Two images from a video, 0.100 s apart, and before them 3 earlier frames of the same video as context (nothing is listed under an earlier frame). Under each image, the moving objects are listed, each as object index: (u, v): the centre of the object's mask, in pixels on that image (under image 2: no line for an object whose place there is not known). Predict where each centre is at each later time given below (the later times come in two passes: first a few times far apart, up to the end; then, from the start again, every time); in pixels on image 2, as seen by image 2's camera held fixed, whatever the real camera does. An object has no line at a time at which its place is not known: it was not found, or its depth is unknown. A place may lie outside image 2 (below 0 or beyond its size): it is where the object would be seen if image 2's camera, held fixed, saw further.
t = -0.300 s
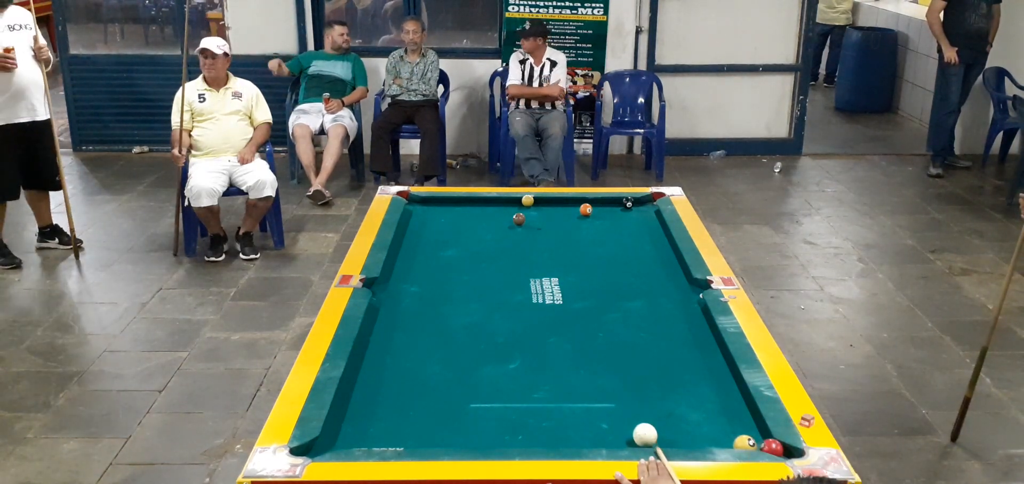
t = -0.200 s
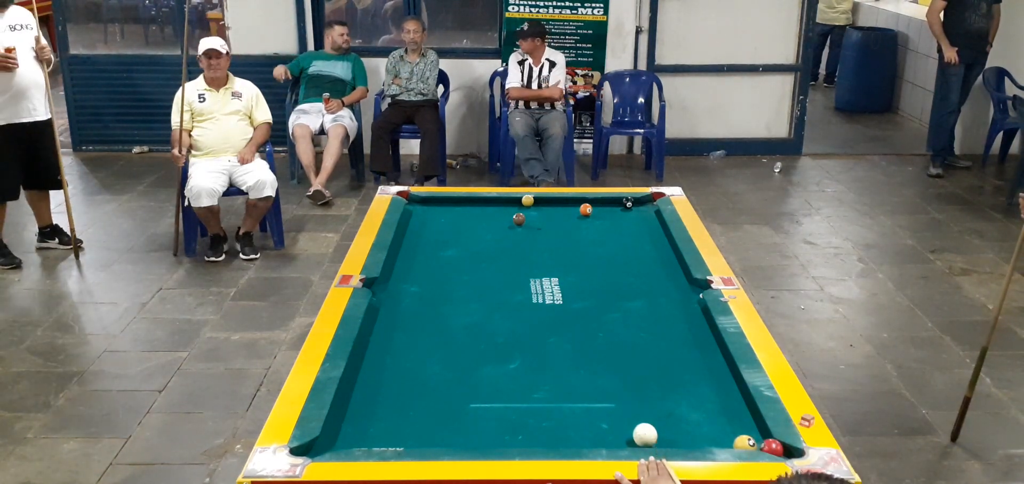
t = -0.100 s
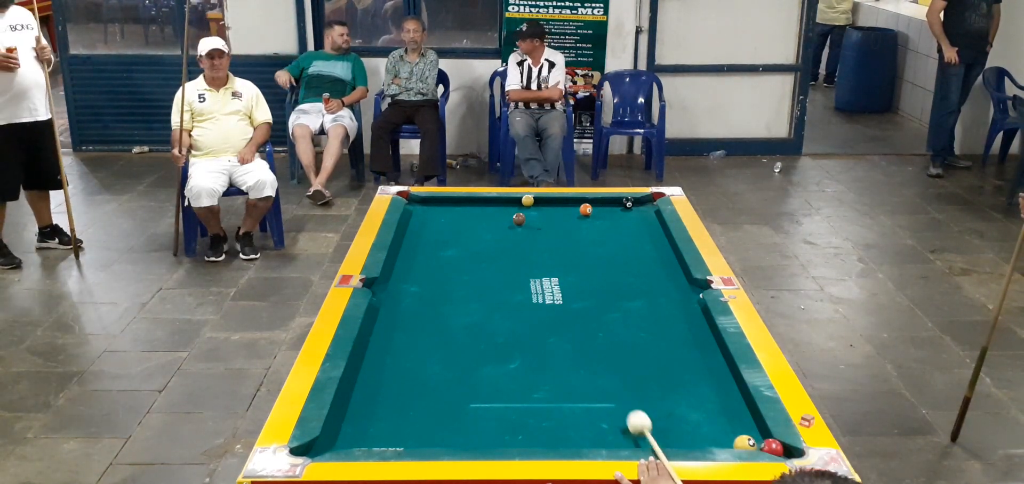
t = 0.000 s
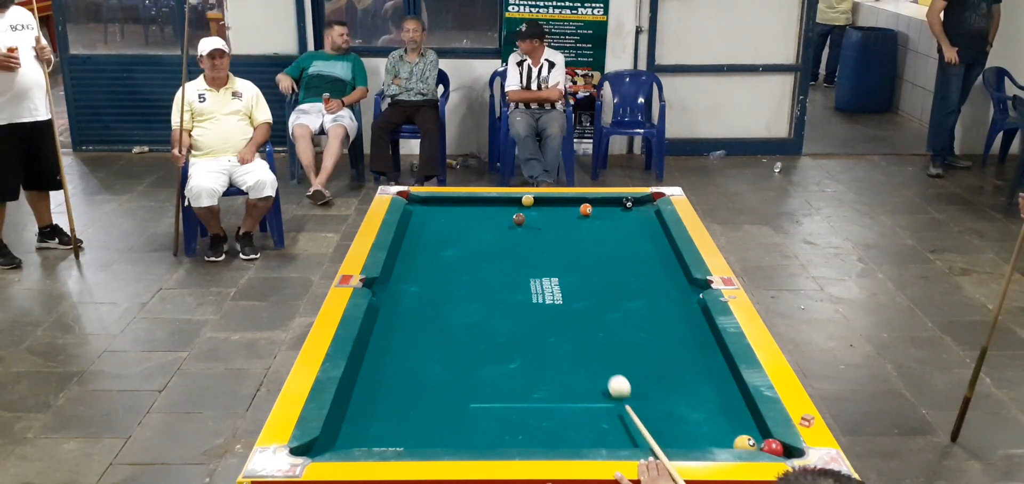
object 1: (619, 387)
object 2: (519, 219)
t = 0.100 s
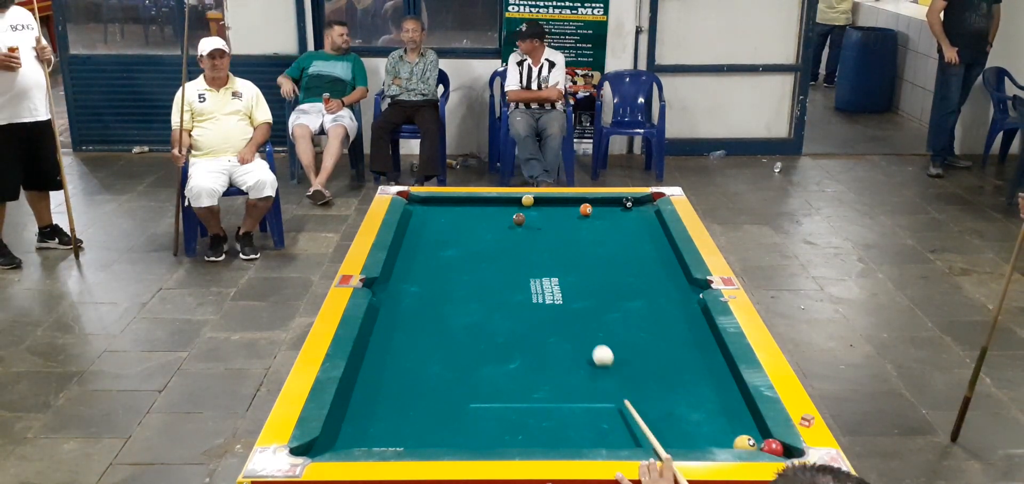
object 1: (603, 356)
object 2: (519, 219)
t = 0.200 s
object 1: (588, 329)
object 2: (519, 219)
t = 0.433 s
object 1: (561, 278)
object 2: (519, 219)
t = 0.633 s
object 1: (543, 244)
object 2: (519, 219)
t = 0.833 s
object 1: (533, 218)
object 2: (511, 218)
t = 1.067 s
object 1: (547, 204)
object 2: (466, 209)
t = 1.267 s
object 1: (560, 216)
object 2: (433, 202)
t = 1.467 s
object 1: (572, 228)
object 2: (412, 200)
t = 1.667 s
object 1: (585, 241)
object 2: (411, 200)
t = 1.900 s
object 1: (601, 256)
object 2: (413, 201)
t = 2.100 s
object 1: (615, 270)
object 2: (415, 201)
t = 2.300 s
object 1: (630, 284)
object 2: (415, 201)
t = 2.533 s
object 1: (648, 301)
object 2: (415, 201)
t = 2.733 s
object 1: (663, 317)
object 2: (415, 201)
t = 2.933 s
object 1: (680, 333)
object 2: (415, 201)
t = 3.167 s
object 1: (700, 352)
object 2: (415, 201)
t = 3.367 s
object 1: (718, 369)
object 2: (415, 201)
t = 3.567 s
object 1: (735, 386)
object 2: (415, 201)
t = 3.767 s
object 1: (738, 402)
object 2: (415, 201)
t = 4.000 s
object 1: (741, 419)
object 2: (415, 201)
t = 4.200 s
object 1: (744, 431)
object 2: (415, 201)
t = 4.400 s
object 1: (746, 431)
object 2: (415, 201)
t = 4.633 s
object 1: (746, 430)
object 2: (415, 201)
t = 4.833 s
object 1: (746, 431)
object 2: (415, 201)
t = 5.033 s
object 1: (746, 431)
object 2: (415, 201)
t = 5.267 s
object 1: (746, 431)
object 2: (414, 202)
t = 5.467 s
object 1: (745, 430)
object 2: (415, 201)
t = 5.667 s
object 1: (745, 430)
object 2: (415, 201)
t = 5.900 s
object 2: (415, 201)
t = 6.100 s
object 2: (415, 201)
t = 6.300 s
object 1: (749, 430)
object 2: (415, 201)
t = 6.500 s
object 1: (746, 431)
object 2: (415, 201)
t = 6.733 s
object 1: (746, 431)
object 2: (415, 201)
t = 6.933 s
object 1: (746, 430)
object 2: (415, 201)
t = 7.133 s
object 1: (746, 431)
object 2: (416, 199)
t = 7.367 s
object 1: (746, 431)
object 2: (416, 201)
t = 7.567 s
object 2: (415, 201)
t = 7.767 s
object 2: (415, 201)
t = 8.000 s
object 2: (415, 201)
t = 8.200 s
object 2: (415, 201)
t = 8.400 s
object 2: (415, 201)
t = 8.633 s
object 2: (415, 201)
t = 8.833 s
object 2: (415, 201)
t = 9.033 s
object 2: (415, 201)
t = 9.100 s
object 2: (415, 201)
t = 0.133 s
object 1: (598, 347)
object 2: (519, 219)
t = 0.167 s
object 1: (593, 338)
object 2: (519, 219)
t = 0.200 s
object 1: (588, 329)
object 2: (519, 219)
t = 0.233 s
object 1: (584, 321)
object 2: (519, 219)
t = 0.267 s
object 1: (580, 313)
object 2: (519, 219)
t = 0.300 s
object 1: (576, 305)
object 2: (519, 219)
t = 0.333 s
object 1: (572, 298)
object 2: (519, 219)
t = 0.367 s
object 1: (568, 291)
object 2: (519, 219)
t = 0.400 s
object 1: (565, 285)
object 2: (519, 219)
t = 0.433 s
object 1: (561, 278)
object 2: (519, 219)
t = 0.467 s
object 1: (558, 272)
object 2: (519, 219)
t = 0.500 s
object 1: (555, 266)
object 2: (519, 219)
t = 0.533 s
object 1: (552, 260)
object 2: (519, 219)
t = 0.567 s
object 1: (549, 255)
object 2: (519, 219)
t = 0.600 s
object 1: (546, 250)
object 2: (519, 219)
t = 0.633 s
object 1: (543, 244)
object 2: (519, 219)
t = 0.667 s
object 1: (540, 239)
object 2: (519, 219)
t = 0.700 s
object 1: (538, 234)
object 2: (519, 219)
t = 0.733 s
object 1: (535, 230)
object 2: (519, 219)
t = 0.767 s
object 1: (533, 225)
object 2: (519, 219)
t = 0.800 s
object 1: (531, 221)
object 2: (518, 219)
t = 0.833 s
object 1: (533, 218)
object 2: (511, 218)
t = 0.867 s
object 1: (536, 215)
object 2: (503, 216)
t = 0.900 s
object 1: (538, 211)
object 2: (496, 215)
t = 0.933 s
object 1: (540, 207)
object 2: (490, 213)
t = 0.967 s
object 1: (541, 205)
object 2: (484, 212)
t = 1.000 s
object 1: (543, 202)
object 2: (478, 211)
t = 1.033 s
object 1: (545, 201)
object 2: (472, 210)
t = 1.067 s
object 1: (547, 204)
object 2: (466, 209)
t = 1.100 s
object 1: (549, 206)
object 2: (461, 208)
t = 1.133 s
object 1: (551, 208)
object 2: (455, 206)
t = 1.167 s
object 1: (553, 210)
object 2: (449, 205)
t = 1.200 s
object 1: (555, 212)
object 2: (444, 204)
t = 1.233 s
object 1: (557, 214)
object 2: (438, 203)
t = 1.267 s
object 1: (560, 216)
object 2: (433, 202)
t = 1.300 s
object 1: (562, 218)
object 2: (427, 201)
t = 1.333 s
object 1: (564, 220)
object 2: (422, 200)
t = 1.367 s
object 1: (566, 222)
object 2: (417, 201)
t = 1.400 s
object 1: (568, 224)
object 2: (413, 200)
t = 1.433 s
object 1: (570, 226)
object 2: (411, 200)
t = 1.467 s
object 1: (572, 228)
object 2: (412, 200)
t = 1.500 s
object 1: (574, 230)
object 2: (413, 199)
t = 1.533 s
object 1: (577, 232)
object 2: (413, 199)
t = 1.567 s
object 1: (579, 234)
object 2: (413, 200)
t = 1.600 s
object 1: (581, 236)
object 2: (412, 200)
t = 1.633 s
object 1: (583, 239)
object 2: (412, 200)
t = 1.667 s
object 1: (585, 241)
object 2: (411, 200)
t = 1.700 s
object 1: (588, 243)
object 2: (411, 200)
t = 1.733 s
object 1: (590, 245)
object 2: (411, 201)
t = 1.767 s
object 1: (592, 247)
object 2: (411, 201)
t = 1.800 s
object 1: (594, 249)
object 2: (412, 201)
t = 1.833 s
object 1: (597, 251)
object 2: (413, 201)
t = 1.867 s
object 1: (599, 254)
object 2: (413, 201)
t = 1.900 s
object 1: (601, 256)
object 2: (413, 201)
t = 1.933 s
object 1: (603, 259)
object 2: (414, 201)
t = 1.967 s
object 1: (606, 261)
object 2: (414, 201)
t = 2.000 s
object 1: (608, 263)
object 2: (414, 201)
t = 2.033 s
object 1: (610, 265)
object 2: (415, 201)
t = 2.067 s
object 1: (613, 267)
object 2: (415, 201)
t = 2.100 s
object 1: (615, 270)
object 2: (415, 201)
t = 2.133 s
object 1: (618, 272)
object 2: (415, 201)
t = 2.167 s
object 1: (620, 274)
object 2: (415, 201)
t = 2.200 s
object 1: (622, 277)
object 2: (415, 201)
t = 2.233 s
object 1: (625, 279)
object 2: (415, 201)
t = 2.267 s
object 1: (627, 282)
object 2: (415, 201)
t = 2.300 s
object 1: (630, 284)
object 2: (415, 201)
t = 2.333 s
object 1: (632, 286)
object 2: (415, 201)
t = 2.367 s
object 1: (635, 289)
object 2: (415, 201)
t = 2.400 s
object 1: (637, 291)
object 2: (415, 201)
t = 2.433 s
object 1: (640, 294)
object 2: (415, 201)
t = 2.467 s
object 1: (642, 296)
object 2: (415, 201)
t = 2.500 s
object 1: (645, 299)
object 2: (415, 201)
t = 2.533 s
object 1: (648, 301)
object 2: (415, 201)
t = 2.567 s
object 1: (651, 304)
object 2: (415, 201)
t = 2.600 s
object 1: (653, 306)
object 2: (415, 201)
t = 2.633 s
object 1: (656, 309)
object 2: (415, 201)
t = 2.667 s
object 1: (658, 311)
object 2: (415, 201)
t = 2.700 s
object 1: (661, 314)
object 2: (415, 201)
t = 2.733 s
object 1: (663, 317)
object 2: (415, 201)
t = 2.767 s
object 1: (666, 320)
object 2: (415, 201)
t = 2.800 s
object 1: (669, 322)
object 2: (415, 201)
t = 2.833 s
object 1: (672, 325)
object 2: (415, 201)
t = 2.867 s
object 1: (675, 328)
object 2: (415, 201)
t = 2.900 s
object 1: (677, 330)
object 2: (415, 201)
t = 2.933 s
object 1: (680, 333)
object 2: (415, 201)
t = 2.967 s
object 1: (683, 336)
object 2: (415, 201)
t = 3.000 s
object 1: (686, 338)
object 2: (415, 201)
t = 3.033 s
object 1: (689, 341)
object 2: (415, 201)
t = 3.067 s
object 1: (692, 344)
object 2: (415, 201)
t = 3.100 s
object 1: (694, 347)
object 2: (415, 201)
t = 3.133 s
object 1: (697, 349)
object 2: (415, 201)
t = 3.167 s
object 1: (700, 352)
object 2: (415, 201)
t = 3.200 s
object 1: (703, 355)
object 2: (415, 201)
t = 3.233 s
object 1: (706, 358)
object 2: (415, 201)
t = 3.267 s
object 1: (709, 361)
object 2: (415, 201)
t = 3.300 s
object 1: (712, 363)
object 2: (415, 201)
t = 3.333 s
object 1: (715, 366)
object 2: (415, 201)
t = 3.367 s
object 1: (718, 369)
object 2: (415, 201)
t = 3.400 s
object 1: (720, 372)
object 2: (415, 201)
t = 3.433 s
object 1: (723, 375)
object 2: (415, 201)
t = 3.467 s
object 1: (726, 378)
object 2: (415, 201)
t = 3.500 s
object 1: (729, 381)
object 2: (415, 201)
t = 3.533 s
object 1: (732, 384)
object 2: (415, 201)
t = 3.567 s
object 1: (735, 386)
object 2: (415, 201)
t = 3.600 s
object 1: (736, 389)
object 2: (415, 201)
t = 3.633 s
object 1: (736, 392)
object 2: (415, 201)
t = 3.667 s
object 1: (737, 394)
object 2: (415, 201)
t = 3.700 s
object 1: (737, 397)
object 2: (415, 201)
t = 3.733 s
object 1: (737, 399)
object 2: (415, 201)
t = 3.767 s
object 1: (738, 402)
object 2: (415, 201)
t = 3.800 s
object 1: (738, 404)
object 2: (415, 201)
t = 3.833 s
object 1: (739, 407)
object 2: (415, 201)
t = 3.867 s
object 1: (739, 409)
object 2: (415, 201)
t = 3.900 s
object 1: (740, 412)
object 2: (415, 201)
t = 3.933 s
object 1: (740, 414)
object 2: (415, 201)
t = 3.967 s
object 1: (741, 417)
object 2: (415, 201)
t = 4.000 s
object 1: (741, 419)
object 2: (415, 201)
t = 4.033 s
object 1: (742, 422)
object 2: (415, 201)
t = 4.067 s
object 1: (742, 424)
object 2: (415, 201)
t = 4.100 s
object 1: (742, 425)
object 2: (415, 201)
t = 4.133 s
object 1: (743, 427)
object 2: (415, 201)
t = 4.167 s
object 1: (743, 429)
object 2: (415, 201)
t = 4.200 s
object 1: (744, 431)
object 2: (415, 201)
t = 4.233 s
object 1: (744, 432)
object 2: (415, 201)
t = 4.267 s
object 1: (744, 432)
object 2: (415, 201)
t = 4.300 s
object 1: (745, 431)
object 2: (415, 201)
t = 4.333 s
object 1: (745, 431)
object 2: (415, 201)
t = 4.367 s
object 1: (745, 431)
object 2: (415, 201)
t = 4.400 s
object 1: (746, 431)
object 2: (415, 201)
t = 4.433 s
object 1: (746, 431)
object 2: (415, 201)
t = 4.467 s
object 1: (746, 431)
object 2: (415, 201)
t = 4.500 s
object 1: (746, 431)
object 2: (415, 201)
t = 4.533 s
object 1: (746, 431)
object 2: (415, 201)
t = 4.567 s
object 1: (746, 431)
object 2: (415, 201)
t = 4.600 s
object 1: (746, 431)
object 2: (415, 201)
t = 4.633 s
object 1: (746, 430)
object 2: (415, 201)
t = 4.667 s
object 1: (746, 431)
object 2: (415, 201)
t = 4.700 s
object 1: (746, 431)
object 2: (415, 201)
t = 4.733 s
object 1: (746, 431)
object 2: (415, 201)
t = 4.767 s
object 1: (746, 431)
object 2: (415, 201)
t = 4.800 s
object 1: (746, 431)
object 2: (415, 201)
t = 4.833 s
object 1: (746, 431)
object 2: (415, 201)
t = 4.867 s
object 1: (746, 431)
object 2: (415, 201)
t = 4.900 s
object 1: (746, 431)
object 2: (415, 201)
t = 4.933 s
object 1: (746, 431)
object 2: (415, 201)
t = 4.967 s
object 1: (746, 431)
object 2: (415, 201)
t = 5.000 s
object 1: (746, 431)
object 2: (415, 201)
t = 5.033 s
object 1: (746, 431)
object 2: (415, 201)
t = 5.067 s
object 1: (746, 431)
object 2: (415, 201)
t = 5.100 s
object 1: (746, 431)
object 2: (415, 201)
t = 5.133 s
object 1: (746, 431)
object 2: (415, 201)
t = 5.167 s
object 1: (746, 431)
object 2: (415, 201)
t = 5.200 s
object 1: (746, 431)
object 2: (418, 199)
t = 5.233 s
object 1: (746, 431)
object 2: (412, 204)
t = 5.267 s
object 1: (746, 431)
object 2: (414, 202)
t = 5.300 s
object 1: (746, 431)
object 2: (415, 201)
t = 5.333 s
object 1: (746, 431)
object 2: (415, 201)
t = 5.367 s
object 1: (746, 431)
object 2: (415, 201)
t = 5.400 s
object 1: (746, 431)
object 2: (415, 201)
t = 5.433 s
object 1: (745, 431)
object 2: (415, 201)
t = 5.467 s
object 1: (745, 430)
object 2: (415, 201)
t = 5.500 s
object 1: (745, 430)
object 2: (416, 201)
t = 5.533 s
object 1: (745, 430)
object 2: (415, 202)
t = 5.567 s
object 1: (745, 430)
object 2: (415, 202)
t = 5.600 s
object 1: (745, 430)
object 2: (415, 202)
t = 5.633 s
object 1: (745, 430)
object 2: (415, 202)
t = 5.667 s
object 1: (745, 430)
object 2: (415, 201)
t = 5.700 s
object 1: (745, 430)
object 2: (415, 201)
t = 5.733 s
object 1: (745, 430)
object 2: (415, 201)
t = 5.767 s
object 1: (745, 430)
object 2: (415, 201)
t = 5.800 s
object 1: (744, 430)
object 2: (415, 201)
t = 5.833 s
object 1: (735, 430)
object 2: (415, 202)
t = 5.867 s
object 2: (415, 201)
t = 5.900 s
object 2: (415, 201)
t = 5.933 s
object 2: (415, 201)
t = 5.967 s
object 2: (415, 201)
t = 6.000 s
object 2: (415, 201)
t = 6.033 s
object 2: (415, 201)
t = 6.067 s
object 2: (415, 201)
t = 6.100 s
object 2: (415, 201)
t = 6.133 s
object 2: (415, 201)
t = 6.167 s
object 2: (415, 201)
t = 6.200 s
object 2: (415, 201)
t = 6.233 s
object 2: (415, 201)
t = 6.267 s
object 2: (415, 201)
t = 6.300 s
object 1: (749, 430)
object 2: (415, 201)
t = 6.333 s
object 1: (746, 430)
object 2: (415, 201)
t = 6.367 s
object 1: (746, 430)
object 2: (415, 201)
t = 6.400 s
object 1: (746, 431)
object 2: (415, 201)
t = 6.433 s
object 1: (746, 431)
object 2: (415, 201)
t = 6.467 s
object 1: (746, 431)
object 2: (415, 201)
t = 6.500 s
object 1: (746, 431)
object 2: (415, 201)
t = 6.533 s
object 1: (746, 431)
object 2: (415, 201)
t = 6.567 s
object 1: (746, 431)
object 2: (415, 201)
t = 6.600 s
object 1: (746, 430)
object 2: (415, 201)
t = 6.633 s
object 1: (746, 431)
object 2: (415, 201)
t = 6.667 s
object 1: (746, 431)
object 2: (415, 201)
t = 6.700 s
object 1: (746, 431)
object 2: (415, 201)
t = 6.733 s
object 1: (746, 431)
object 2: (415, 201)
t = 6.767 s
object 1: (746, 431)
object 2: (415, 201)
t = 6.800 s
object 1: (746, 431)
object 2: (415, 201)
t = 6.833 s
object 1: (746, 431)
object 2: (415, 201)
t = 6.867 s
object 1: (746, 430)
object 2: (415, 201)
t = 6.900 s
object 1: (746, 431)
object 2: (415, 201)
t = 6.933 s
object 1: (746, 430)
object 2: (415, 201)
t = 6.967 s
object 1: (746, 431)
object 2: (415, 200)
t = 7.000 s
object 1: (746, 431)
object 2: (415, 199)
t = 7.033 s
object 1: (746, 431)
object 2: (416, 198)
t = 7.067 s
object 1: (746, 431)
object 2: (416, 198)
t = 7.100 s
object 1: (746, 431)
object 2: (416, 199)
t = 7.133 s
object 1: (746, 431)
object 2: (416, 199)
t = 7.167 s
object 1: (746, 431)
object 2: (415, 201)
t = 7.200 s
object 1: (746, 431)
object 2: (416, 201)
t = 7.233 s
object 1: (746, 431)
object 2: (416, 201)
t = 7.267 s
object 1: (746, 431)
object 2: (416, 201)
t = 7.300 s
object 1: (746, 431)
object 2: (415, 201)
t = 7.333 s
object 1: (746, 431)
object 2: (416, 201)
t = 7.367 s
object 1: (746, 431)
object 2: (416, 201)
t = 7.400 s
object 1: (746, 431)
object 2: (415, 201)
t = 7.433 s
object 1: (746, 431)
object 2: (415, 201)
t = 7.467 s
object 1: (746, 431)
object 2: (415, 201)
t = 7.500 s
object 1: (746, 431)
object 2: (415, 201)
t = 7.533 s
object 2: (415, 201)
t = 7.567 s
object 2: (415, 201)
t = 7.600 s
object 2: (415, 201)
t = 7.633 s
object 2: (415, 201)
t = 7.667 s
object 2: (415, 201)
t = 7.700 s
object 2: (415, 201)
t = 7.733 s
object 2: (415, 201)
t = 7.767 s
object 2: (415, 201)
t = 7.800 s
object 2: (415, 201)
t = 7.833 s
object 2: (415, 201)
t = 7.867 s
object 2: (415, 201)
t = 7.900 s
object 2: (415, 201)
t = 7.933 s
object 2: (415, 201)
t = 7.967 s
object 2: (415, 201)
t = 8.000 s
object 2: (415, 201)
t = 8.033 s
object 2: (415, 201)
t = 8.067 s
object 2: (415, 201)
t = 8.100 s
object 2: (415, 201)
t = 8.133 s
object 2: (415, 201)
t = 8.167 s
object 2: (415, 201)
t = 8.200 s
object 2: (415, 201)
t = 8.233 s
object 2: (415, 201)
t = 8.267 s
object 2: (415, 201)
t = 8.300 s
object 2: (415, 201)
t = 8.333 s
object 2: (415, 201)
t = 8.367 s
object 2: (415, 201)
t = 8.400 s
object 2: (415, 201)
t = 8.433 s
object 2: (415, 201)
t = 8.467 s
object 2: (415, 201)
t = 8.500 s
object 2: (415, 201)
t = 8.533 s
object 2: (415, 201)
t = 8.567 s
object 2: (415, 201)
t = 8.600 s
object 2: (415, 201)
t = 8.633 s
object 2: (415, 201)
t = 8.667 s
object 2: (415, 201)
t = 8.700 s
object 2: (415, 201)
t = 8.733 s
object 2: (415, 201)
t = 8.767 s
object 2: (415, 201)
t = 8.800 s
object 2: (415, 201)
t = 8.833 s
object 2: (415, 201)
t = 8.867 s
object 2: (415, 201)
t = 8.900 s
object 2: (415, 201)
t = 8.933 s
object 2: (415, 201)
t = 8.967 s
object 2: (415, 201)
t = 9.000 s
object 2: (415, 201)
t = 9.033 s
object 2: (415, 201)
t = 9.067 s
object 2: (415, 201)
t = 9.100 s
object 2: (415, 201)
